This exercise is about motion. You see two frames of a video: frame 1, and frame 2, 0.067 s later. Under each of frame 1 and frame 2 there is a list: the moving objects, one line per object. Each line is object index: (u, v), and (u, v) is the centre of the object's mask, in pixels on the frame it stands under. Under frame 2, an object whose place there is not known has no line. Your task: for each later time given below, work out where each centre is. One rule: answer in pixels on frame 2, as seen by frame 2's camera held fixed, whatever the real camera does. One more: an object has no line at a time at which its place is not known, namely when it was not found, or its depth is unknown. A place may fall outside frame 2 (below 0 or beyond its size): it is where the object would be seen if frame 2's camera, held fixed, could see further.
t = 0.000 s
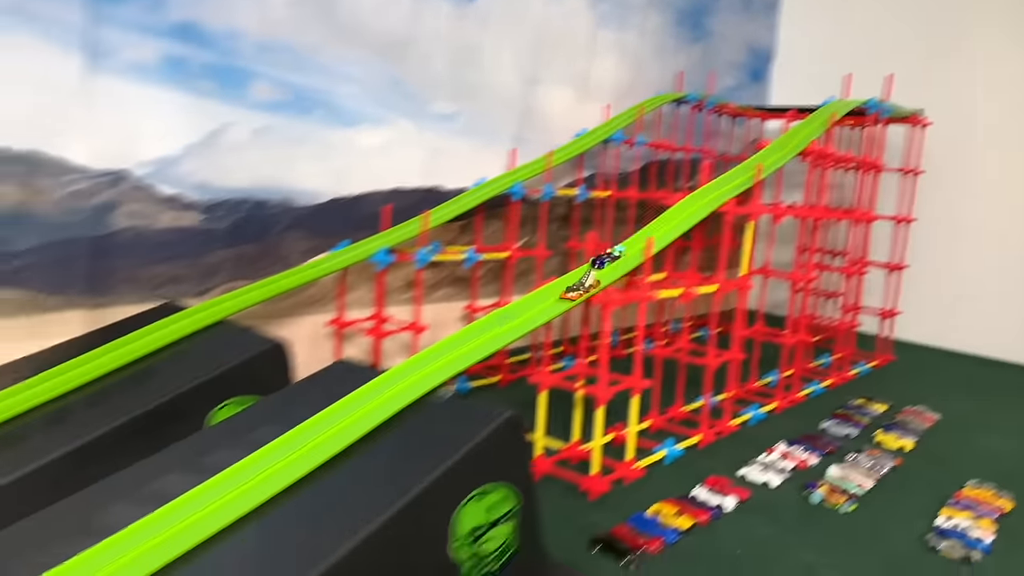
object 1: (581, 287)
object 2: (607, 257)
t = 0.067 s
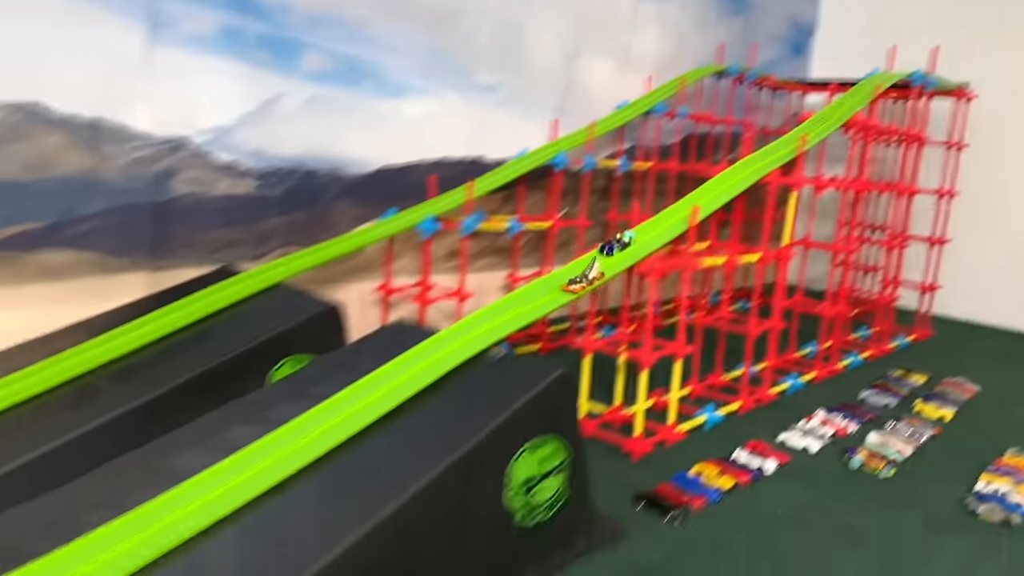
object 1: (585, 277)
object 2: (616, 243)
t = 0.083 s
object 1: (574, 285)
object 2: (607, 249)
